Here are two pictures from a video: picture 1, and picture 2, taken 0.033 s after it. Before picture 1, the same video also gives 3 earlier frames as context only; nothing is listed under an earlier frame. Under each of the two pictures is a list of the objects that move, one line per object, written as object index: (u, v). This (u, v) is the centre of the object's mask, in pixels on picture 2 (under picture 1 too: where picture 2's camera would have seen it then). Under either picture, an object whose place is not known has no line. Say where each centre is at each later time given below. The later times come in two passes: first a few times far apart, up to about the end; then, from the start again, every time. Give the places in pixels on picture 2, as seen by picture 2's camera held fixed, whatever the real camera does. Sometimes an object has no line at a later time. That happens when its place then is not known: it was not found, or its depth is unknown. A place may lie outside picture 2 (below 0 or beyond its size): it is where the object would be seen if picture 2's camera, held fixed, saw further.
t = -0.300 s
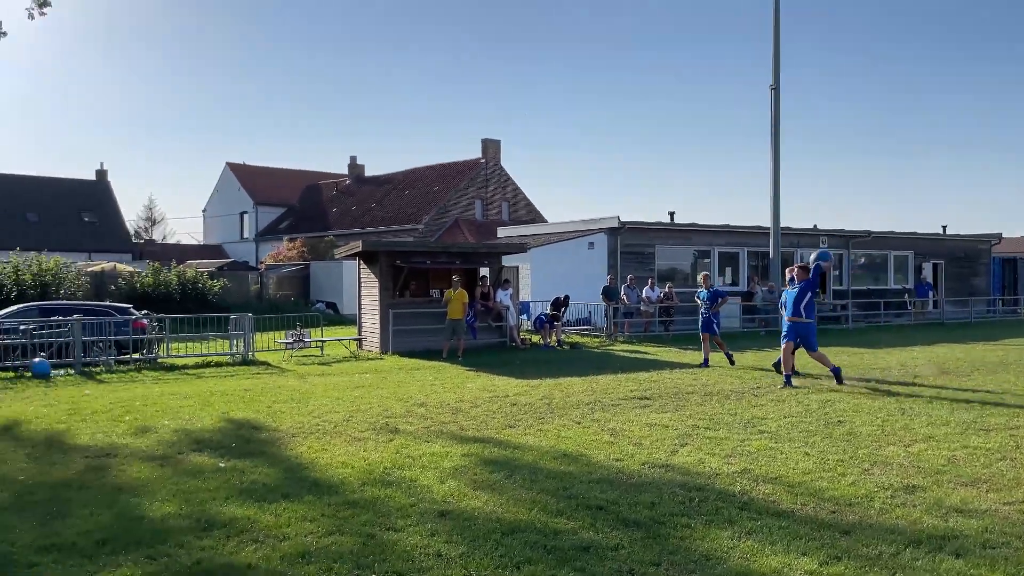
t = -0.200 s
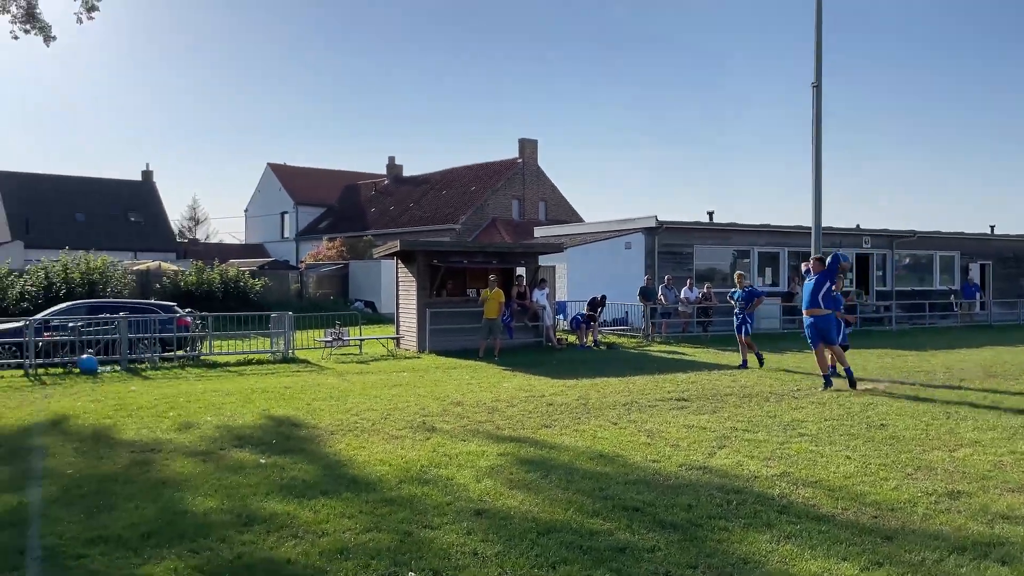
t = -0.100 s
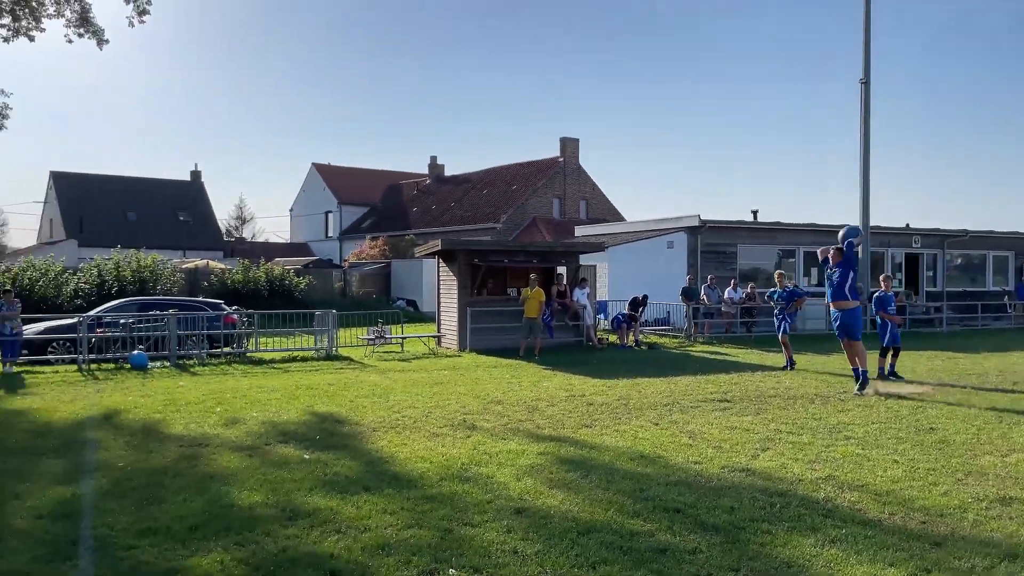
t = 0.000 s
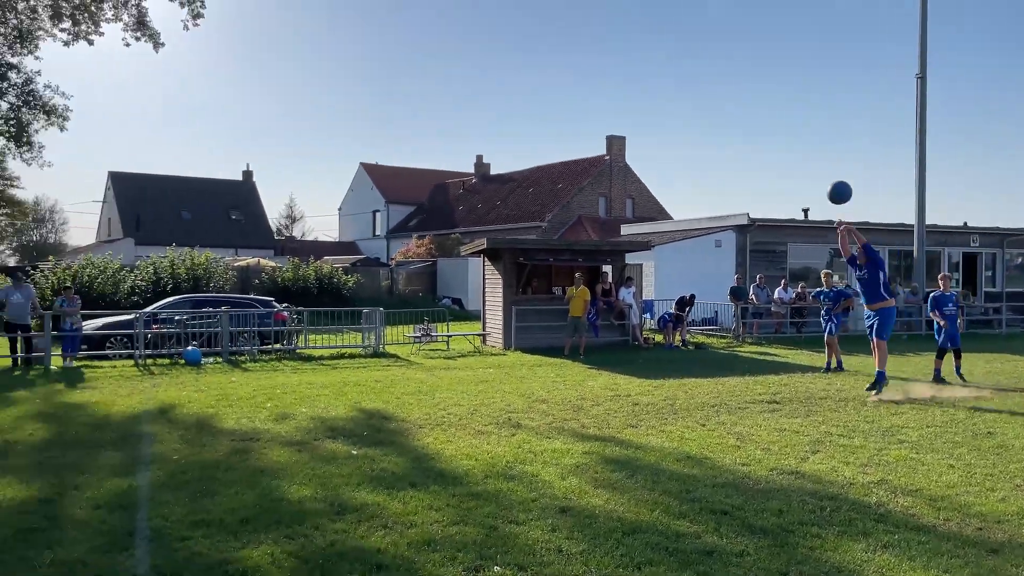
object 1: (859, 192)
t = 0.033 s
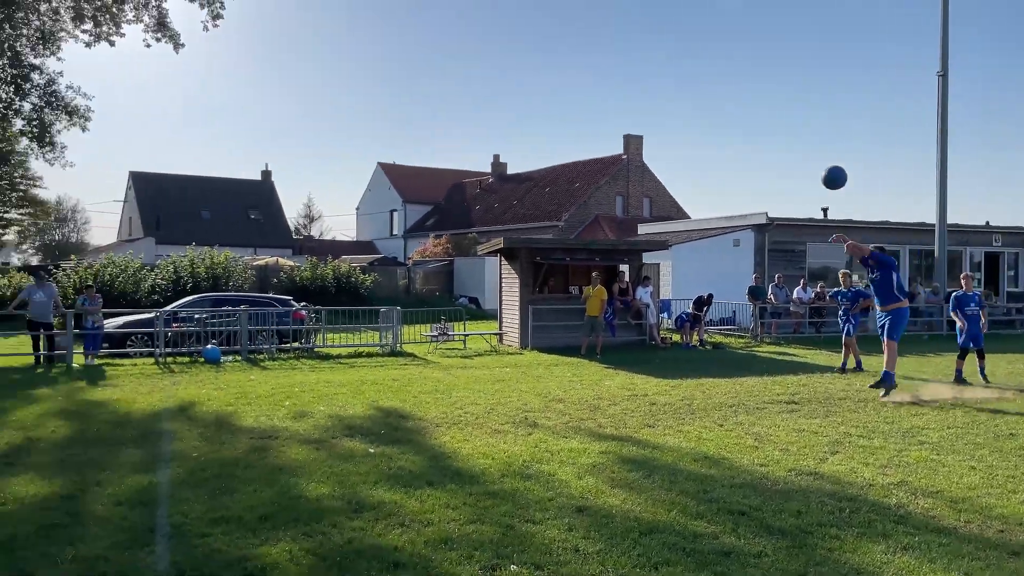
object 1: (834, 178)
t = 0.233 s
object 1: (679, 109)
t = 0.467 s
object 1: (486, 59)
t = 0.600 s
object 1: (369, 54)
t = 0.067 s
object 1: (809, 165)
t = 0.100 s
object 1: (784, 152)
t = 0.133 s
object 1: (758, 141)
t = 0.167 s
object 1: (732, 130)
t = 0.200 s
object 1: (706, 119)
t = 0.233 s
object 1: (679, 109)
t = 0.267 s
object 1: (653, 100)
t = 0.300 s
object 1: (625, 91)
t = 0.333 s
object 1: (598, 84)
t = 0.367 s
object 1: (571, 76)
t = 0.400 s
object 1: (543, 70)
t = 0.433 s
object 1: (515, 64)
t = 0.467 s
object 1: (486, 59)
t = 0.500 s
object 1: (458, 55)
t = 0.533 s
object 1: (429, 52)
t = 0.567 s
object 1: (399, 52)
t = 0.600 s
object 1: (369, 54)
